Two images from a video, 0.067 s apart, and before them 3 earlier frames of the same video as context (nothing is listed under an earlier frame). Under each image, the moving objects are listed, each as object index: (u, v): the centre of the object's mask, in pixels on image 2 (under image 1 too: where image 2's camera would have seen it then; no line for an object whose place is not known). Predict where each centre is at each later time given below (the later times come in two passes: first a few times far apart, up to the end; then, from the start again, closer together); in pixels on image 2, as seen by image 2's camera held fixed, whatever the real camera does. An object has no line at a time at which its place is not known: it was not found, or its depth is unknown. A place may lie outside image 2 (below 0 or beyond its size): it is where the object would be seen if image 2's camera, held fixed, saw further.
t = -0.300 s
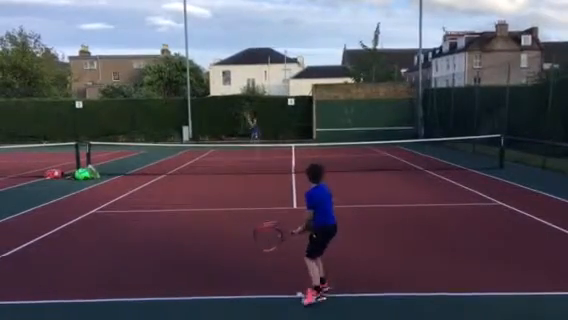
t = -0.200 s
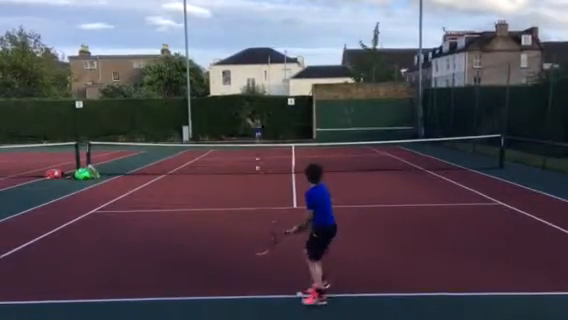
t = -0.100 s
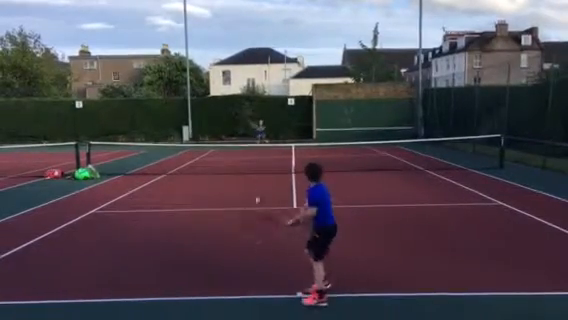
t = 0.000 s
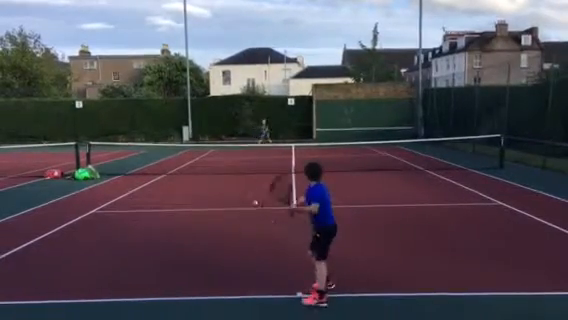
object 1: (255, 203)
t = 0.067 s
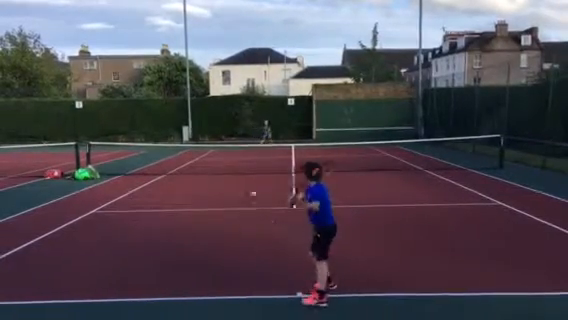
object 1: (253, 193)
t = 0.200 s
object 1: (251, 180)
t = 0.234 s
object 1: (250, 178)
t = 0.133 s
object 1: (252, 185)
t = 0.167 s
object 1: (252, 182)
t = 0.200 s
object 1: (251, 180)
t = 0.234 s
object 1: (250, 178)
